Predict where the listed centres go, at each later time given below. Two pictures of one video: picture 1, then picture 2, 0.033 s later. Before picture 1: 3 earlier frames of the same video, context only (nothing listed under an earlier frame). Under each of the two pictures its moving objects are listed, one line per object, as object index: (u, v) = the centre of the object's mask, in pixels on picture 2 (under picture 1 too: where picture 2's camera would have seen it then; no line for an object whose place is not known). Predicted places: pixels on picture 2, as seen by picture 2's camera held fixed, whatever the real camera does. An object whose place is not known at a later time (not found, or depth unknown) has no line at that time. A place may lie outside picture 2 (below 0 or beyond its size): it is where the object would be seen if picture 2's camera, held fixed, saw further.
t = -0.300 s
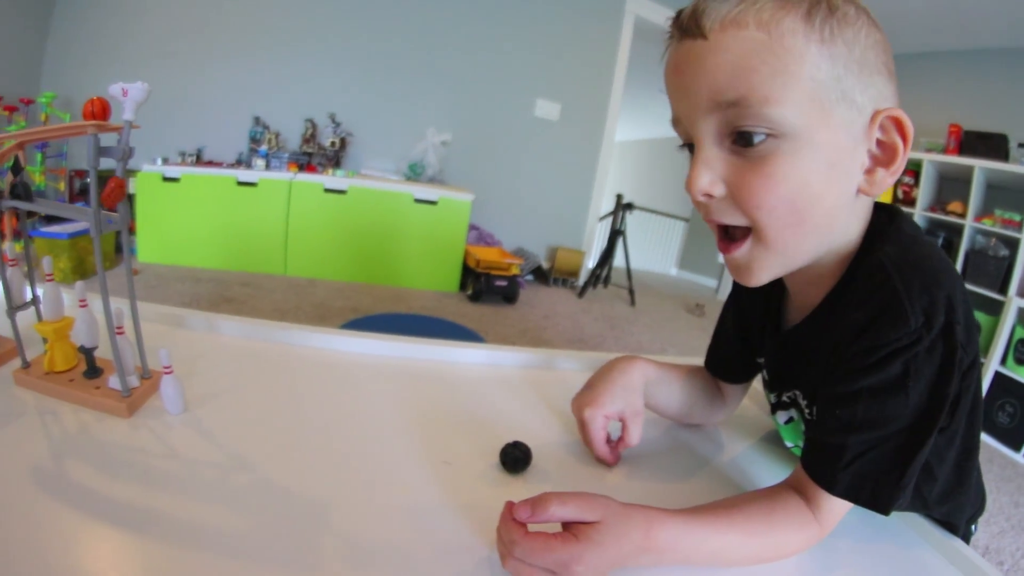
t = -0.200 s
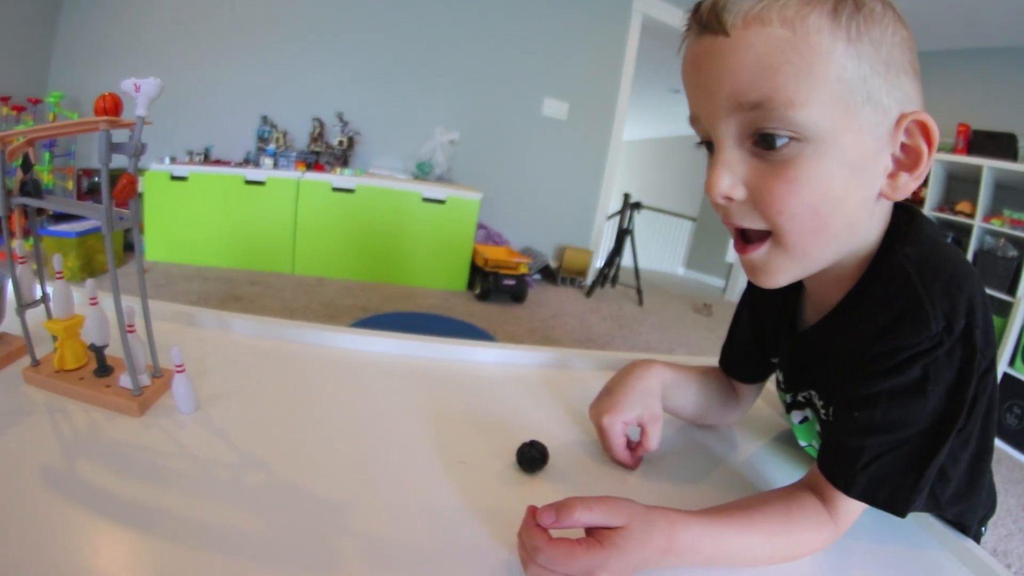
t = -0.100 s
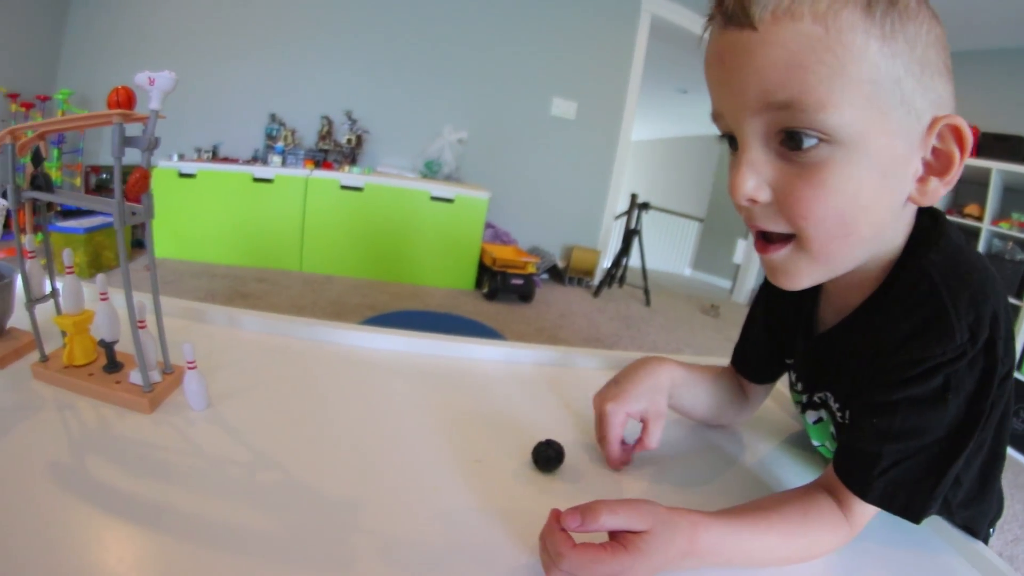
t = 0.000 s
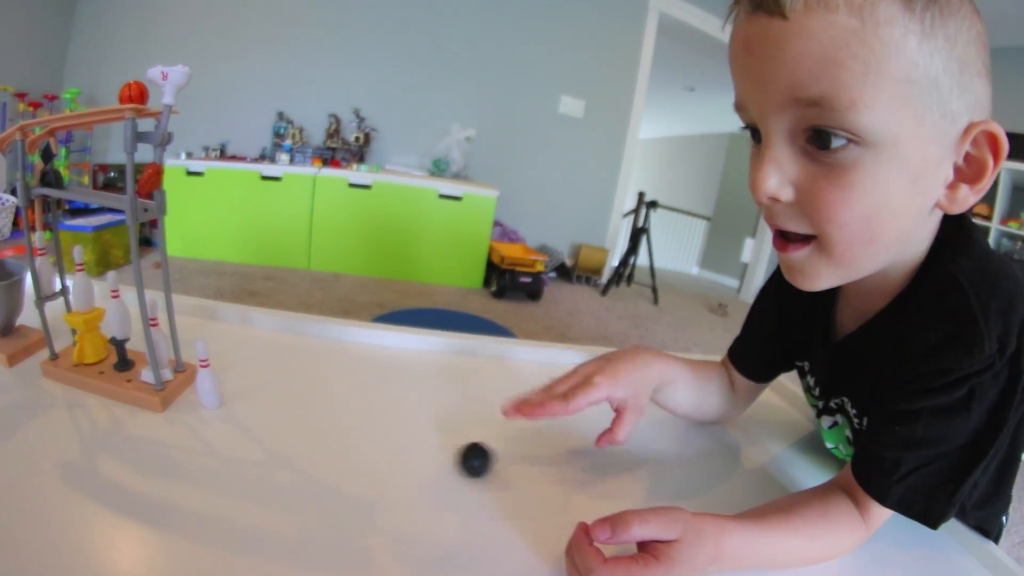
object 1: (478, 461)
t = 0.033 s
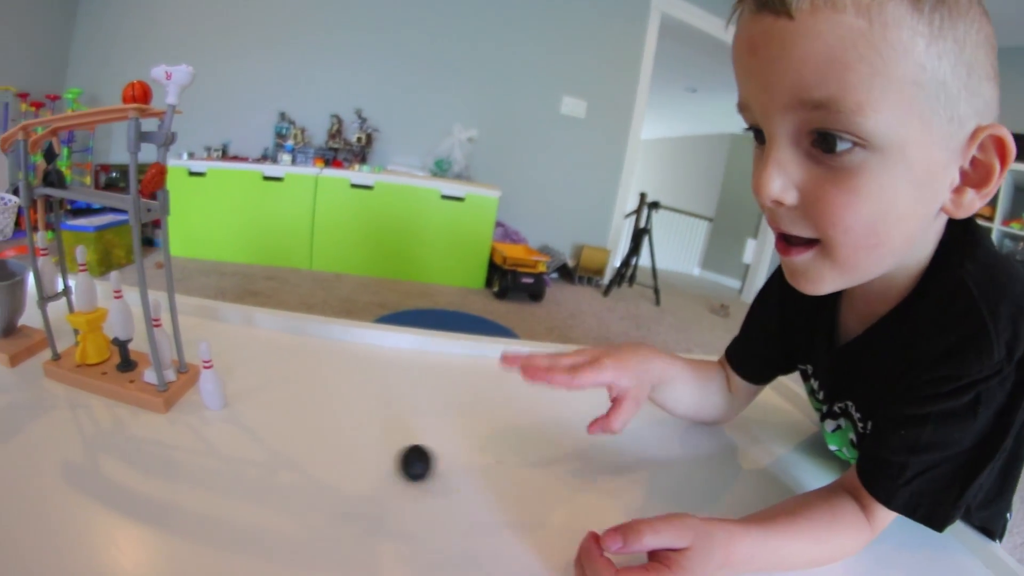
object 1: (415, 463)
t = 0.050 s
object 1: (385, 463)
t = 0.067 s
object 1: (352, 463)
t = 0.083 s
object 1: (322, 462)
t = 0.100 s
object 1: (291, 461)
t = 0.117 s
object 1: (263, 460)
